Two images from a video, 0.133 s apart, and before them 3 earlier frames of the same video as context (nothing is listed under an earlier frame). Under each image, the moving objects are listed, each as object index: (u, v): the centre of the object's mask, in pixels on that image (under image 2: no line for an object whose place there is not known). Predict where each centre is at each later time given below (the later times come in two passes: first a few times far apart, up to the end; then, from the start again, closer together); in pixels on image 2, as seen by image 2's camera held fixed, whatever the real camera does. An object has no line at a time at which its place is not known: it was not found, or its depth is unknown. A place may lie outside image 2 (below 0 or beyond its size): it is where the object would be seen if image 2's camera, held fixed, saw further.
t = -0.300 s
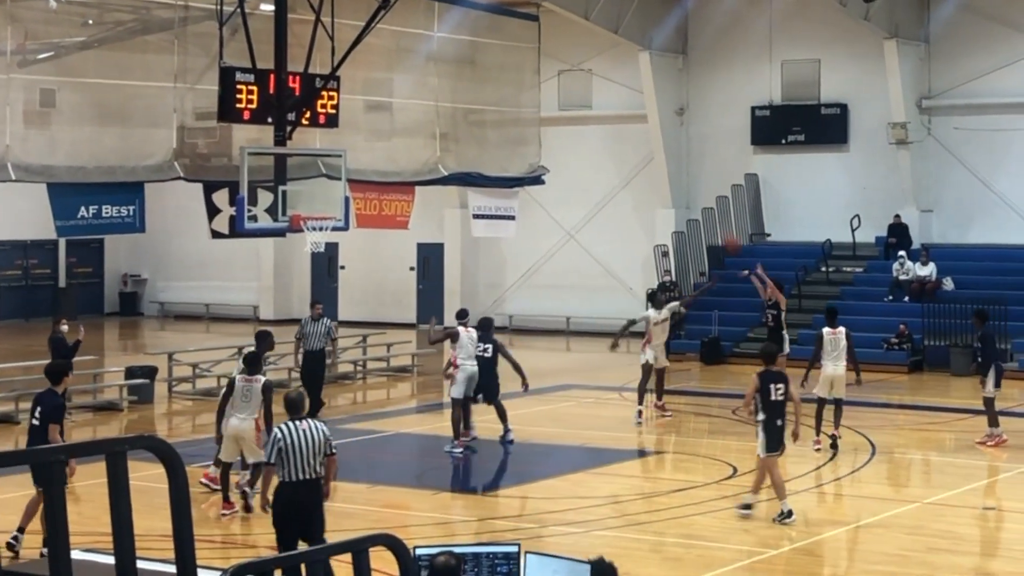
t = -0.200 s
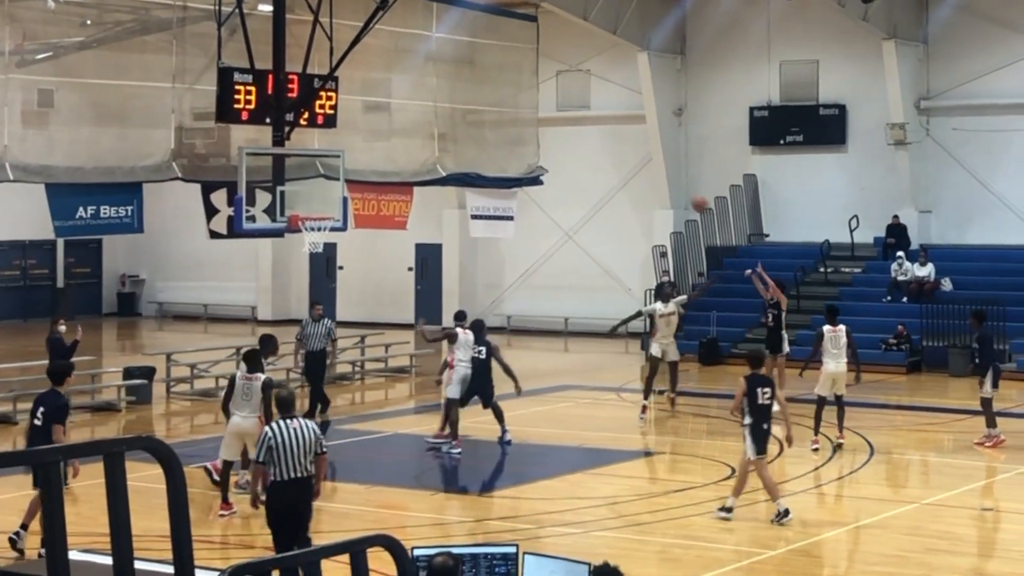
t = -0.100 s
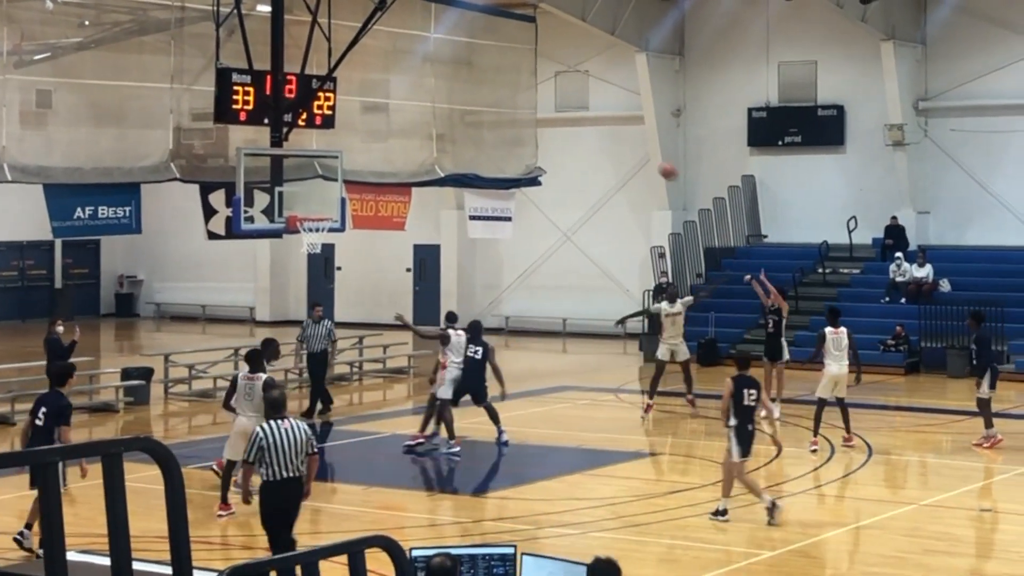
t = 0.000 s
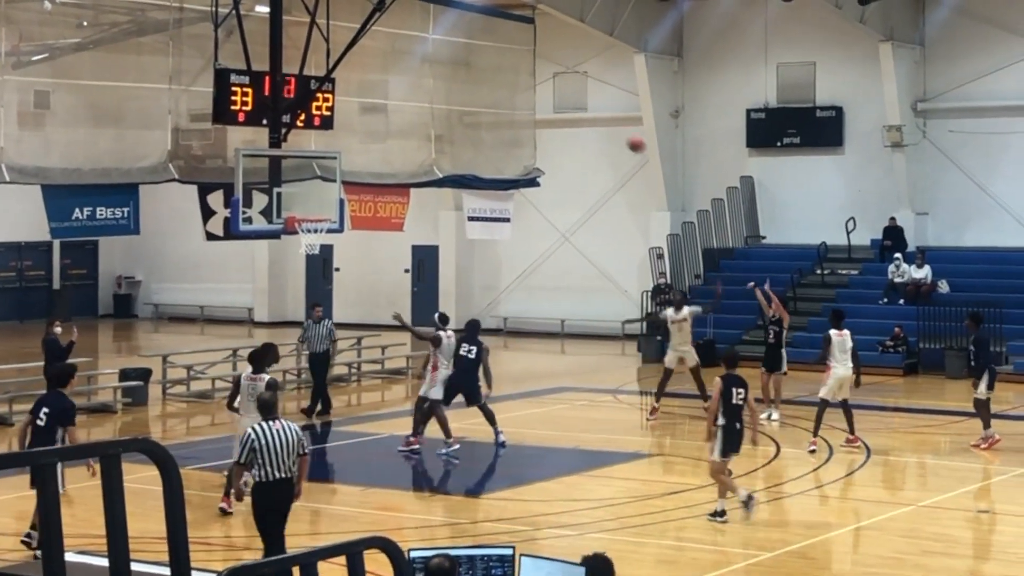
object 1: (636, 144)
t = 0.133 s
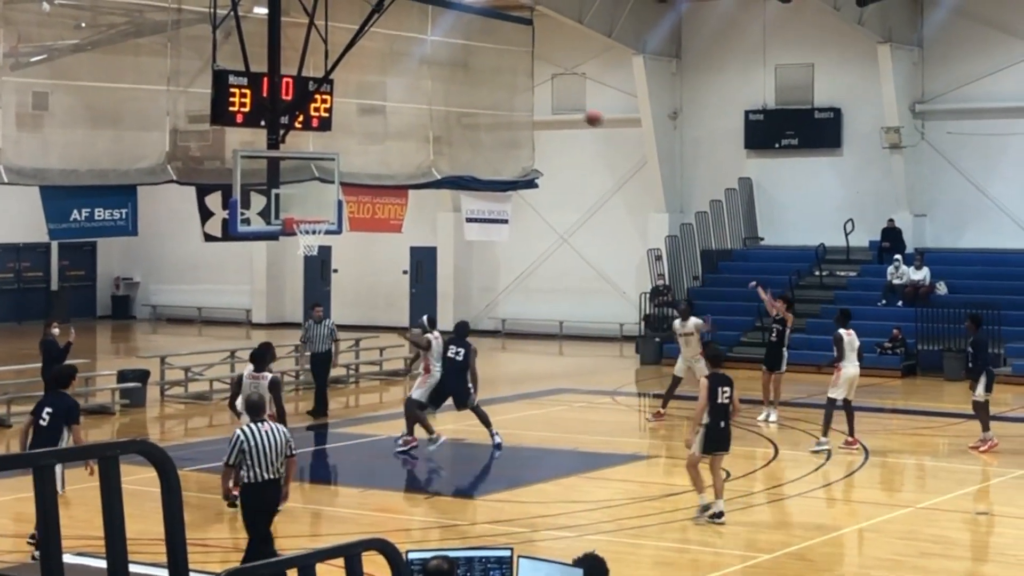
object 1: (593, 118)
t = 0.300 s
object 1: (541, 100)
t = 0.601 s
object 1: (444, 113)
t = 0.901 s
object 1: (342, 189)
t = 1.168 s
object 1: (275, 265)
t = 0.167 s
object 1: (583, 113)
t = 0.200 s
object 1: (573, 109)
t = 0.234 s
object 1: (562, 105)
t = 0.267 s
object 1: (552, 102)
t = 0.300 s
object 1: (541, 100)
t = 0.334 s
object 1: (531, 98)
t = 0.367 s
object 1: (520, 96)
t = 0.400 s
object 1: (509, 97)
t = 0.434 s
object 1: (499, 97)
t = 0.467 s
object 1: (488, 99)
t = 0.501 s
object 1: (476, 102)
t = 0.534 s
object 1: (466, 104)
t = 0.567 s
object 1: (454, 108)
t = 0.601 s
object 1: (444, 113)
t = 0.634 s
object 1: (433, 118)
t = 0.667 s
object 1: (421, 124)
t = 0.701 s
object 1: (410, 131)
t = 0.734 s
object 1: (399, 139)
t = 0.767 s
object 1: (388, 147)
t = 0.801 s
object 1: (376, 157)
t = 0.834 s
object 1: (365, 167)
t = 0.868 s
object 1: (352, 177)
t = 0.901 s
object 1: (342, 189)
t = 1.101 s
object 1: (285, 251)
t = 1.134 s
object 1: (280, 258)
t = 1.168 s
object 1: (275, 265)
